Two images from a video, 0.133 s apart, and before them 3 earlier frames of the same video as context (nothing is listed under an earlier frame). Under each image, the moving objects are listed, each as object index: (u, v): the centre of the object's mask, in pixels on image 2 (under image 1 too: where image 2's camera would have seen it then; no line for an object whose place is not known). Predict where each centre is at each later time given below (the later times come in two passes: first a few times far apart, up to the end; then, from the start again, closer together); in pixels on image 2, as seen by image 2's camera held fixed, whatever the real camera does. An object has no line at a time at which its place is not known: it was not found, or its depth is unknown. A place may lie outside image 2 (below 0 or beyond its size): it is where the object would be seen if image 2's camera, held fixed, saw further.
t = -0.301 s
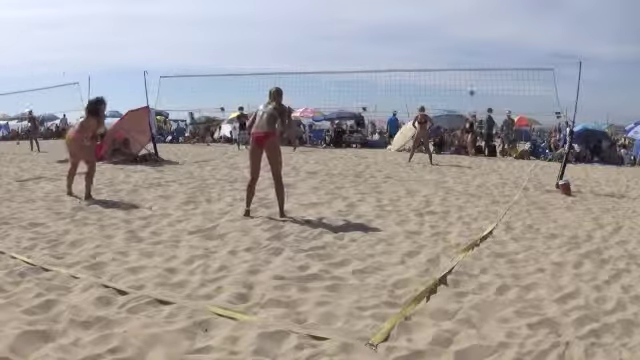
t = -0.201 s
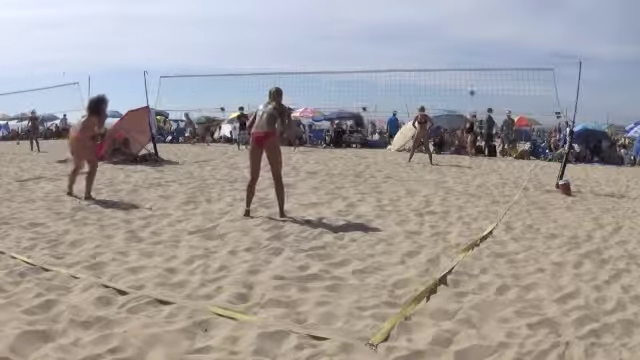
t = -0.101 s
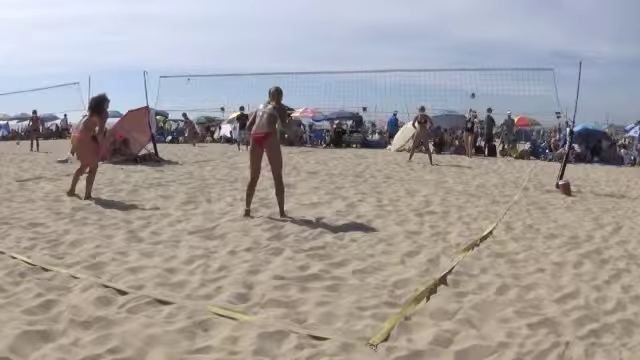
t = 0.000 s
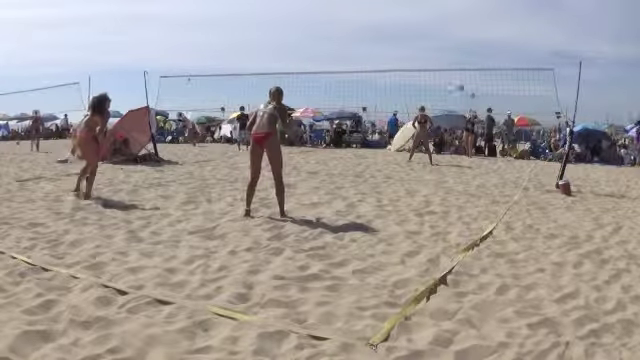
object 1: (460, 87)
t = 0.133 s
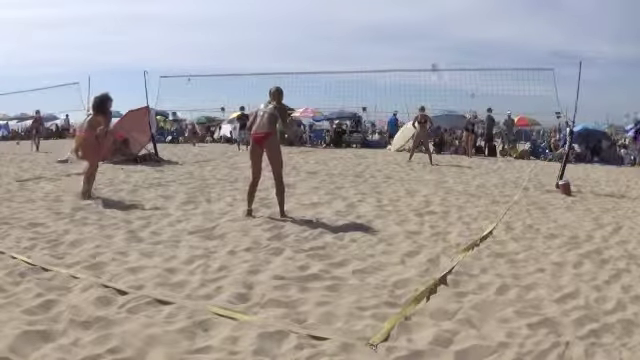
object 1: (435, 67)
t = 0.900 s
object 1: (146, 40)
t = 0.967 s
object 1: (110, 54)
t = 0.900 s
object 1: (146, 40)
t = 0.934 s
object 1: (129, 47)
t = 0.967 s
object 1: (110, 54)
